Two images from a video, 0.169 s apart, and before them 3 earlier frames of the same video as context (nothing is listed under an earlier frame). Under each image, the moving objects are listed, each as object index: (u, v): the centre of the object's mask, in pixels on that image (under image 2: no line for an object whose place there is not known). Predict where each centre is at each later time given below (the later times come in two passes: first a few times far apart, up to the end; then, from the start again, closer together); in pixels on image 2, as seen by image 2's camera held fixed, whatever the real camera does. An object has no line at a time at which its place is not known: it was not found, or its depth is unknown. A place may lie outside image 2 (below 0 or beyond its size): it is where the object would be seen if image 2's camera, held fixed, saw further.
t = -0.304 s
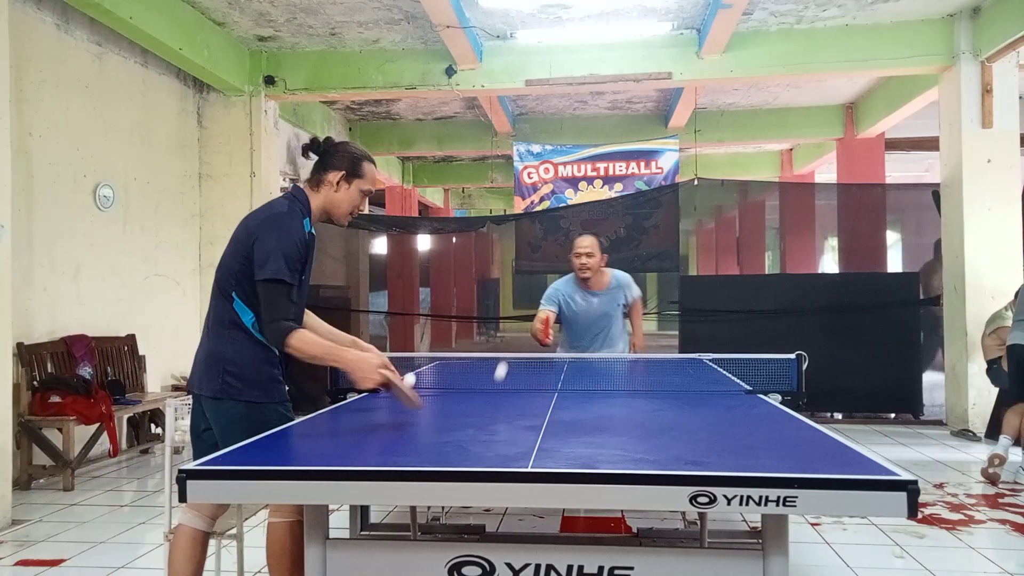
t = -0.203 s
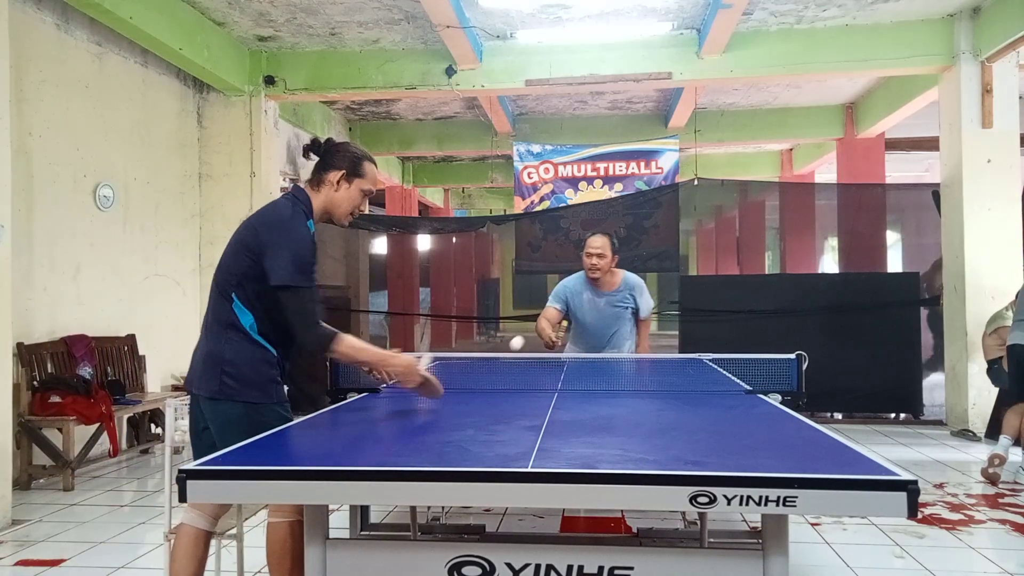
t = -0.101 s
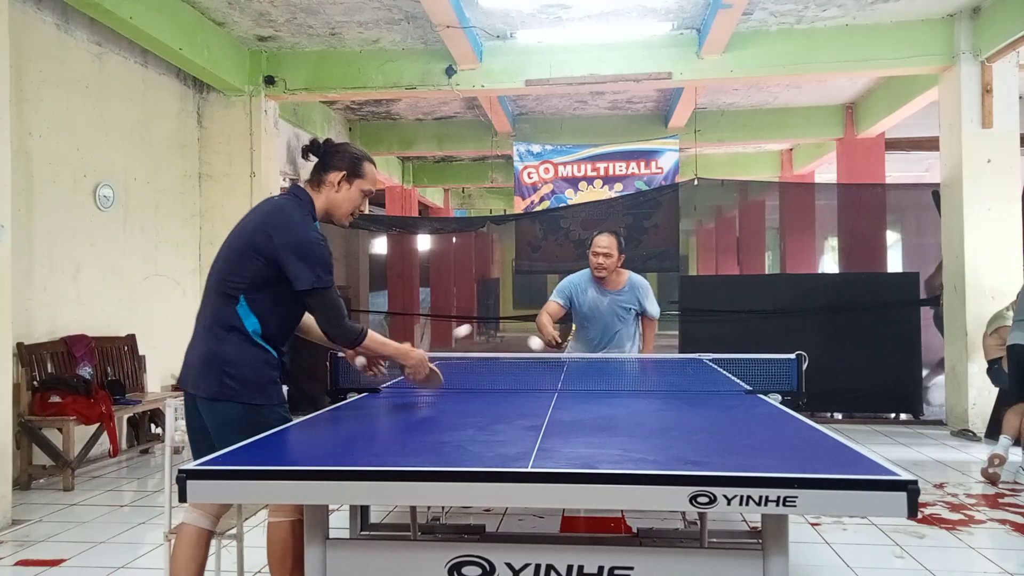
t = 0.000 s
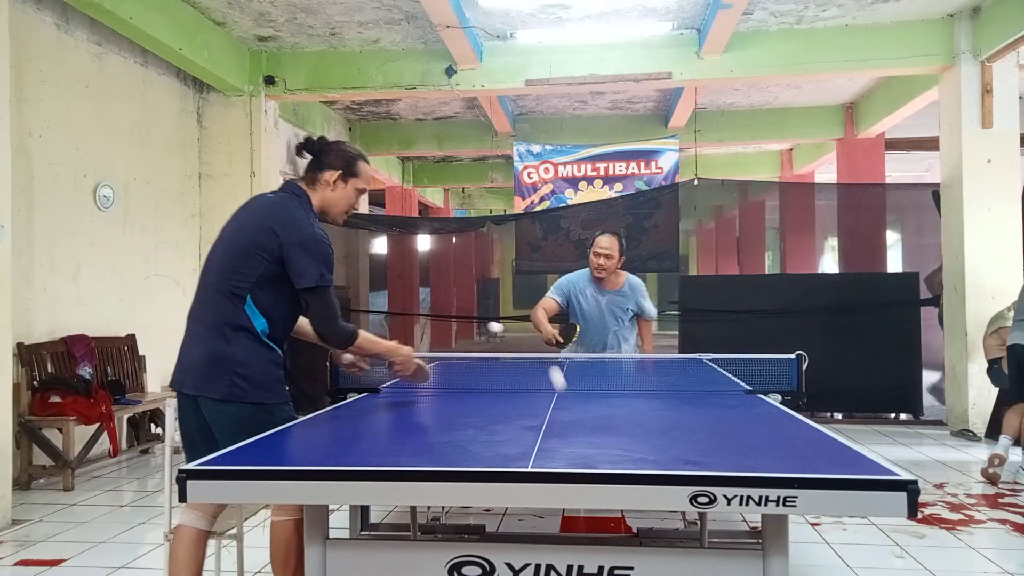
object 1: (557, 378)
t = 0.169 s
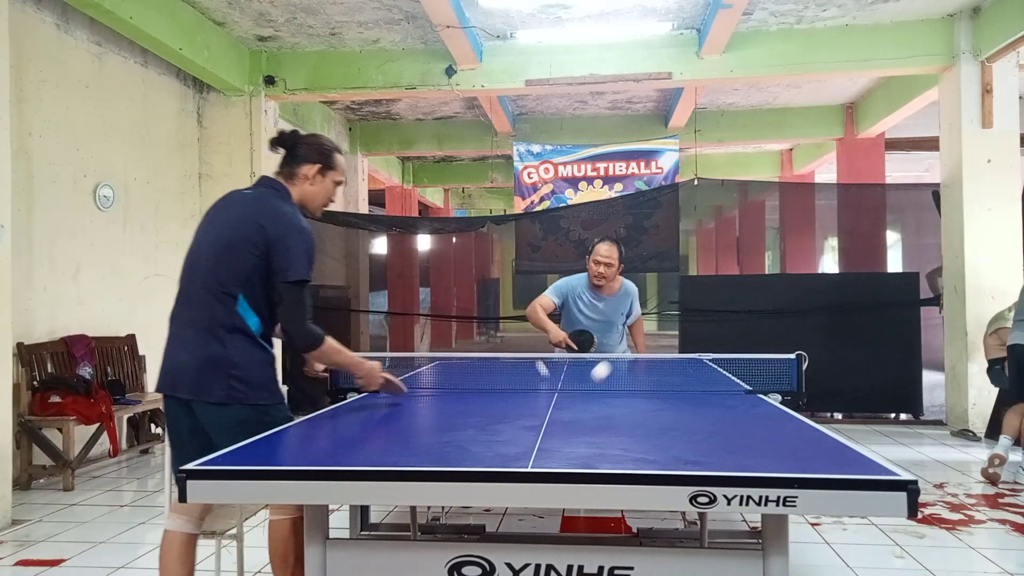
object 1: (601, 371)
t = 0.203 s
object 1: (611, 363)
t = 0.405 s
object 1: (678, 407)
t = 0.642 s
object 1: (773, 385)
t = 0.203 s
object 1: (611, 363)
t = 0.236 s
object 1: (621, 359)
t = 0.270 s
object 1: (632, 360)
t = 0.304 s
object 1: (643, 365)
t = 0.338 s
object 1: (654, 374)
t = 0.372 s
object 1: (666, 388)
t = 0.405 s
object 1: (678, 407)
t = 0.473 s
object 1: (705, 425)
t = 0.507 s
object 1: (717, 408)
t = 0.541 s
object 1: (730, 396)
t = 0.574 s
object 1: (744, 387)
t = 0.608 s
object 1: (759, 383)
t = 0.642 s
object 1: (773, 385)
